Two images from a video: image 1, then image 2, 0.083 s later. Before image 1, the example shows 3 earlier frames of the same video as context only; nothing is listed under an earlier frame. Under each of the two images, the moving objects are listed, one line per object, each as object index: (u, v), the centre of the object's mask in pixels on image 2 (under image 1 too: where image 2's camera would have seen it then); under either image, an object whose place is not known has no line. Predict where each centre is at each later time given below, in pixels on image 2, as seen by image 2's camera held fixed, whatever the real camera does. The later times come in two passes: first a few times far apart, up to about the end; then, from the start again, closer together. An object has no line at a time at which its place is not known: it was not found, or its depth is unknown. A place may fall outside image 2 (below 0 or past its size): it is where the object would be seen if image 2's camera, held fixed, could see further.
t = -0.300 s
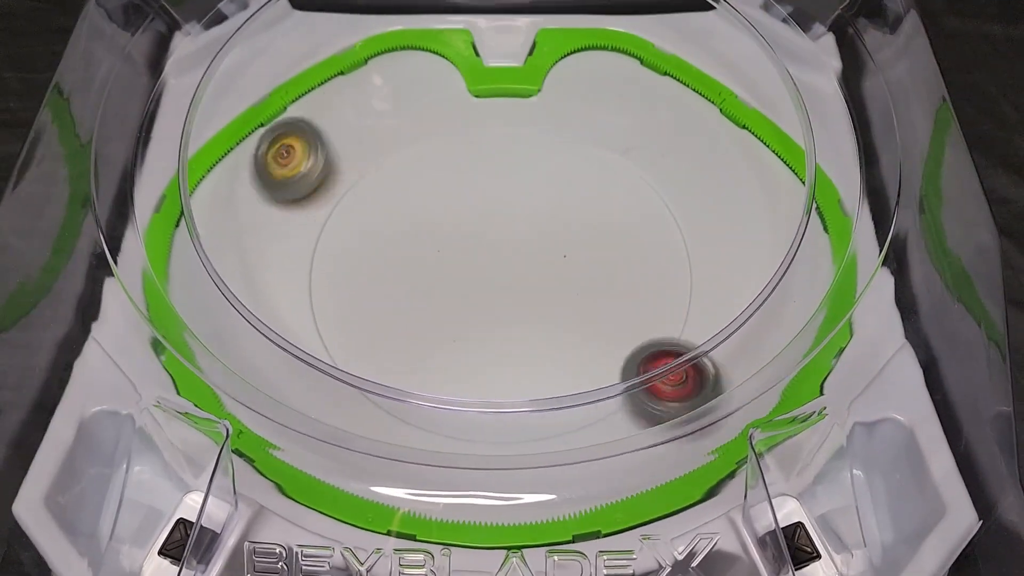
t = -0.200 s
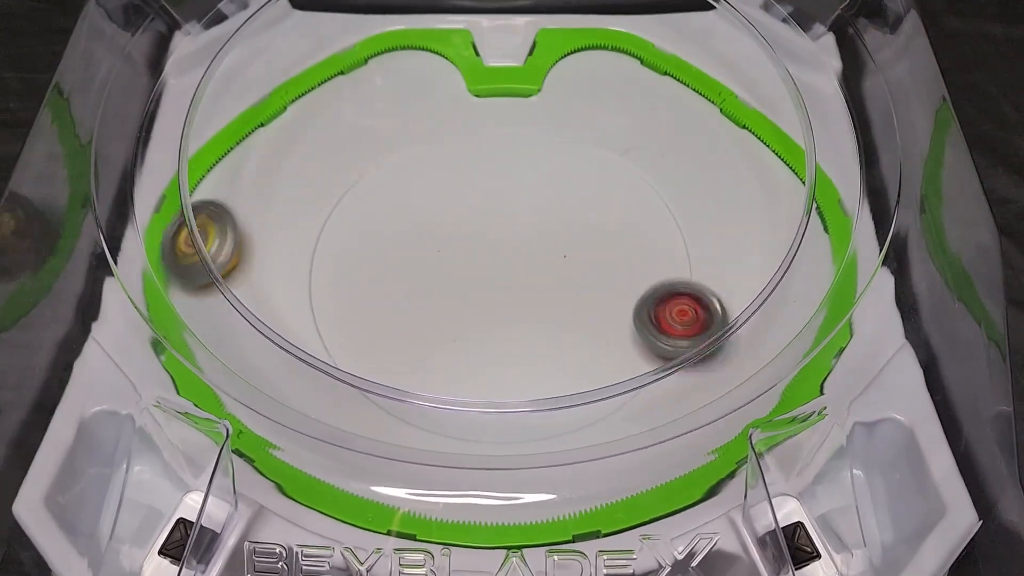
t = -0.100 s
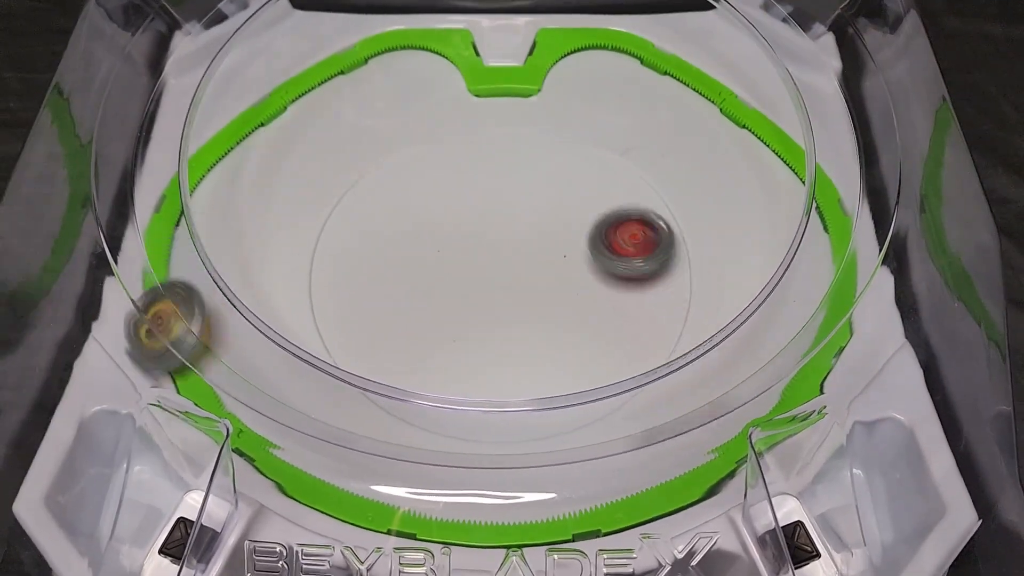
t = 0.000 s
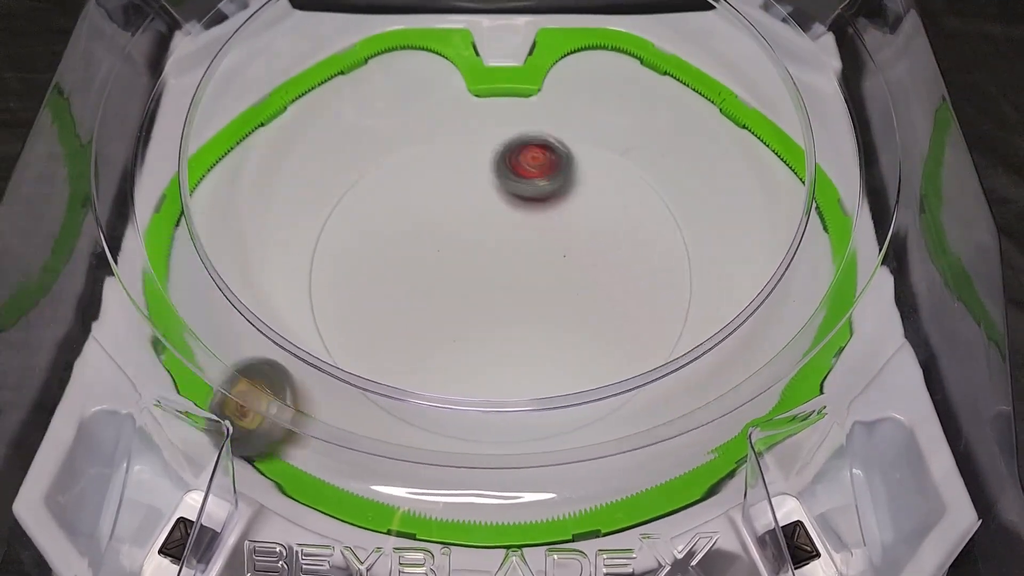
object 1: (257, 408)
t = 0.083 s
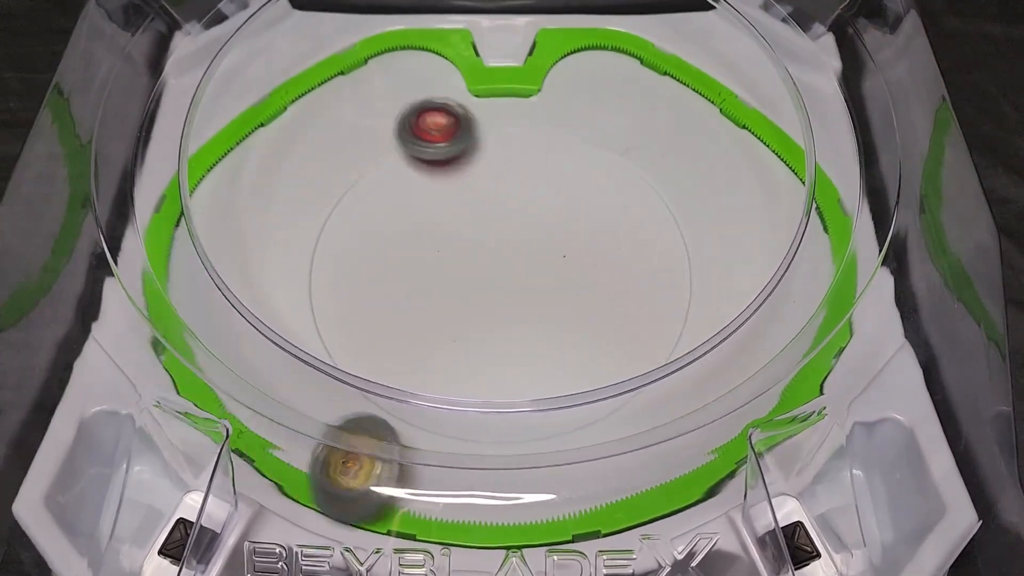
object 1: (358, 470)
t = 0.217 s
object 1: (537, 487)
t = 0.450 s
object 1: (733, 338)
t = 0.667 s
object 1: (628, 73)
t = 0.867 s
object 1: (400, 372)
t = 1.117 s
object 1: (421, 281)
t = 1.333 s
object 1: (495, 133)
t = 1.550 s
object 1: (473, 94)
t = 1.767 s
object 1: (430, 72)
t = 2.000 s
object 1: (388, 62)
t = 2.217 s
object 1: (314, 138)
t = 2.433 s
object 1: (395, 251)
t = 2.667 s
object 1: (488, 358)
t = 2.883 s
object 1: (550, 392)
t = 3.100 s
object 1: (538, 379)
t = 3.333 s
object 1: (557, 325)
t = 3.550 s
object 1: (598, 238)
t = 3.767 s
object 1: (558, 180)
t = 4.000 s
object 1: (530, 174)
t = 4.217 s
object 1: (532, 199)
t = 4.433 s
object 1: (575, 309)
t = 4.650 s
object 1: (572, 371)
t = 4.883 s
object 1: (483, 330)
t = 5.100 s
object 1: (404, 285)
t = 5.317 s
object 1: (325, 218)
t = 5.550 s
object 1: (328, 183)
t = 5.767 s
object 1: (443, 206)
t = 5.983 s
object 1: (528, 263)
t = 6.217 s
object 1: (478, 267)
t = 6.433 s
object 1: (334, 175)
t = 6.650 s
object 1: (285, 138)
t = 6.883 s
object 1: (319, 107)
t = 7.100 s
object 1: (383, 122)
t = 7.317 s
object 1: (418, 213)
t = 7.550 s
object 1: (392, 275)
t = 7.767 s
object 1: (378, 252)
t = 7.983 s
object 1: (419, 224)
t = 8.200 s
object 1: (473, 242)
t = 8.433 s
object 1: (480, 286)
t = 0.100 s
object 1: (379, 481)
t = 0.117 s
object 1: (400, 488)
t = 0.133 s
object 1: (422, 493)
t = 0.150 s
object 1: (446, 496)
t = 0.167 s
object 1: (470, 495)
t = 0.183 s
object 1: (493, 493)
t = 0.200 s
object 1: (516, 489)
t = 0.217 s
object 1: (537, 487)
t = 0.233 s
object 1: (557, 482)
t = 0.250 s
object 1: (578, 480)
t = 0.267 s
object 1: (597, 475)
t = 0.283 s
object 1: (615, 469)
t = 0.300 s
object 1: (635, 455)
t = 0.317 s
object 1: (651, 440)
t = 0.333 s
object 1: (665, 427)
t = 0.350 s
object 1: (680, 412)
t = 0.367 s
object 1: (694, 401)
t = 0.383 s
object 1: (699, 376)
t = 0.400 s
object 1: (709, 366)
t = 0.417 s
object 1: (718, 357)
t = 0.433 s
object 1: (727, 348)
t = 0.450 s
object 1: (733, 338)
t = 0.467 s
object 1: (739, 329)
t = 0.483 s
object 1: (743, 321)
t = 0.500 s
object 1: (745, 312)
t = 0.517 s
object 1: (747, 304)
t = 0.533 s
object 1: (748, 294)
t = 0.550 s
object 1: (750, 239)
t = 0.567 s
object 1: (754, 189)
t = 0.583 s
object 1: (755, 145)
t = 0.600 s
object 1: (755, 111)
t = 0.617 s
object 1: (734, 92)
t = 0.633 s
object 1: (700, 84)
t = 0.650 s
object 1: (664, 77)
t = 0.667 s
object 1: (628, 73)
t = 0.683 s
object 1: (594, 72)
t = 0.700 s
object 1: (564, 63)
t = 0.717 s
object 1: (548, 63)
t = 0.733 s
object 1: (548, 66)
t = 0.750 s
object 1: (547, 76)
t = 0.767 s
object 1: (546, 91)
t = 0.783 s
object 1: (531, 126)
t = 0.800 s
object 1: (509, 169)
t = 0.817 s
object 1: (483, 222)
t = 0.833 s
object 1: (454, 280)
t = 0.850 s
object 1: (428, 334)
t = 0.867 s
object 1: (400, 372)
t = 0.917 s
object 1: (344, 457)
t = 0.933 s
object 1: (348, 434)
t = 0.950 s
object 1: (356, 410)
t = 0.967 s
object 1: (363, 395)
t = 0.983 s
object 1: (365, 388)
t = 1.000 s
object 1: (371, 377)
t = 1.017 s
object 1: (378, 371)
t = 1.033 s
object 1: (386, 348)
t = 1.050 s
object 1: (392, 332)
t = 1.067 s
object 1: (400, 317)
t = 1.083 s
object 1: (407, 304)
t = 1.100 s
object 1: (415, 294)
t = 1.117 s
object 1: (421, 281)
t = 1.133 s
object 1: (429, 265)
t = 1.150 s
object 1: (436, 251)
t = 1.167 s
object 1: (444, 240)
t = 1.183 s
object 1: (450, 225)
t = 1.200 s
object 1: (457, 212)
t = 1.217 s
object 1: (463, 201)
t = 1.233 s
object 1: (470, 189)
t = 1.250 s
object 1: (475, 177)
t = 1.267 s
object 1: (480, 168)
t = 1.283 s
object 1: (484, 157)
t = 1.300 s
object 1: (489, 149)
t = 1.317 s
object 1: (492, 139)
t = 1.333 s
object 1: (495, 133)
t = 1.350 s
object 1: (497, 127)
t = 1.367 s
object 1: (498, 120)
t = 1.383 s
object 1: (498, 115)
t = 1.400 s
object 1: (498, 112)
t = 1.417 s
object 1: (496, 108)
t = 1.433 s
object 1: (495, 106)
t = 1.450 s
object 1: (493, 104)
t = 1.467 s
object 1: (490, 101)
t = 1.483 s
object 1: (487, 101)
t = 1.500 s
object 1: (484, 99)
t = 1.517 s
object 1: (480, 96)
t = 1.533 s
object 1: (476, 97)
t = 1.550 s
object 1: (473, 94)
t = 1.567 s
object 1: (468, 93)
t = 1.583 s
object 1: (465, 92)
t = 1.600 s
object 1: (461, 89)
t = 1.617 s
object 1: (456, 89)
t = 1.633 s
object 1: (453, 88)
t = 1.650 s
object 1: (449, 85)
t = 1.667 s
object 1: (445, 86)
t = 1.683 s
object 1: (442, 82)
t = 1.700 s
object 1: (439, 81)
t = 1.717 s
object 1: (437, 80)
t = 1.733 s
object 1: (434, 75)
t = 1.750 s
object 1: (432, 74)
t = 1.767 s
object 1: (430, 72)
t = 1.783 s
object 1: (429, 69)
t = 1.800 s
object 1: (428, 67)
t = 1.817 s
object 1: (427, 63)
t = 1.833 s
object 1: (427, 61)
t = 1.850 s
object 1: (428, 58)
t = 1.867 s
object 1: (429, 54)
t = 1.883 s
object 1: (431, 51)
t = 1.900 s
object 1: (433, 47)
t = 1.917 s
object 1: (435, 43)
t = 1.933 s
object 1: (436, 39)
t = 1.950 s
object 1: (425, 42)
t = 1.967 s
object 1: (412, 50)
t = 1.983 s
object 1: (400, 60)
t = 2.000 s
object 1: (388, 62)
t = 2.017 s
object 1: (376, 67)
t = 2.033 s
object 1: (365, 75)
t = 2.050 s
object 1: (354, 81)
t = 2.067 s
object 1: (346, 86)
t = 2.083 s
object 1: (337, 92)
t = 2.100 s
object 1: (330, 97)
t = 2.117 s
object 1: (323, 104)
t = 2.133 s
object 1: (319, 110)
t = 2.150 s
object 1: (315, 115)
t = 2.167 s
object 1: (313, 121)
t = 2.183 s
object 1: (311, 127)
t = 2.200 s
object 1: (312, 132)
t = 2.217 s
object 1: (314, 138)
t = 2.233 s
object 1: (316, 144)
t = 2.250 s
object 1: (321, 150)
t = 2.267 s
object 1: (327, 156)
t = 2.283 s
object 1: (333, 163)
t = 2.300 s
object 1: (340, 173)
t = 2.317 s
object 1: (348, 183)
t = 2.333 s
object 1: (353, 191)
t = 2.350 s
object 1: (360, 201)
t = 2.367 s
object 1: (366, 209)
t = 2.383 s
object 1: (372, 220)
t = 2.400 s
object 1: (380, 230)
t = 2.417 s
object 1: (388, 242)
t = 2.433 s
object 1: (395, 251)
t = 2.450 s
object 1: (401, 260)
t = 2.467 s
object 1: (409, 271)
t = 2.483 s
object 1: (415, 280)
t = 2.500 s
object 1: (422, 289)
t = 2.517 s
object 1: (430, 298)
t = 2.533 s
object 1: (437, 307)
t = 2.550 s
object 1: (443, 315)
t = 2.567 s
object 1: (449, 321)
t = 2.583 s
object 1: (455, 329)
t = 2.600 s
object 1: (462, 335)
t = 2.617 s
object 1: (468, 342)
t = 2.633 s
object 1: (474, 348)
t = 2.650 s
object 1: (481, 353)
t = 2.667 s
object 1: (488, 358)
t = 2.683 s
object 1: (494, 360)
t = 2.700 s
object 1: (501, 363)
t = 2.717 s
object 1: (508, 365)
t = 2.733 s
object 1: (514, 368)
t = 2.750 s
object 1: (521, 372)
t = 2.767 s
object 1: (526, 381)
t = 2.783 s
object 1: (531, 383)
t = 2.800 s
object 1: (535, 385)
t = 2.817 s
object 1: (540, 387)
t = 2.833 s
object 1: (543, 389)
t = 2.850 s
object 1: (545, 390)
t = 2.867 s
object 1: (548, 391)
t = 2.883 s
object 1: (550, 392)
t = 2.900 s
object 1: (550, 392)
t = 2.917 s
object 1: (551, 393)
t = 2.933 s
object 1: (551, 392)
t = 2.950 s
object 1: (551, 392)
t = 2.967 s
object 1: (551, 392)
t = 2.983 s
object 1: (551, 390)
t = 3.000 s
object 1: (551, 389)
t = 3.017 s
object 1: (549, 388)
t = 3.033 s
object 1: (548, 385)
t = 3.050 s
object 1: (546, 384)
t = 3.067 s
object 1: (544, 382)
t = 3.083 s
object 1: (541, 380)
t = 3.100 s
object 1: (538, 379)
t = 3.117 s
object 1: (536, 377)
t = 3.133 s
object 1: (534, 375)
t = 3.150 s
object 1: (532, 372)
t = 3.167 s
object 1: (530, 368)
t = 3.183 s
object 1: (527, 363)
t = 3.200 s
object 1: (524, 360)
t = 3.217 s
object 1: (521, 356)
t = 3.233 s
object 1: (519, 352)
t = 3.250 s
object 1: (516, 348)
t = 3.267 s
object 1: (513, 343)
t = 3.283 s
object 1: (517, 337)
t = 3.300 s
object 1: (531, 331)
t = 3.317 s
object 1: (546, 329)
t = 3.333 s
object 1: (557, 325)
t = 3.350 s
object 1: (569, 318)
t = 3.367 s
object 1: (579, 312)
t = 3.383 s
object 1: (586, 306)
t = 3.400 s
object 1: (593, 297)
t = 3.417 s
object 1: (596, 291)
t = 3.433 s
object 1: (598, 285)
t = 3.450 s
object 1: (600, 278)
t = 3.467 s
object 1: (600, 271)
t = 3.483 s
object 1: (600, 264)
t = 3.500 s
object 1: (601, 257)
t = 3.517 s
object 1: (600, 251)
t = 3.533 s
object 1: (599, 244)
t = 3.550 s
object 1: (598, 238)
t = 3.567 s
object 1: (595, 232)
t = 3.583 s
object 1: (593, 226)
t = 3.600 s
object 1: (591, 220)
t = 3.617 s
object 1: (587, 214)
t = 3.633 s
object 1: (584, 208)
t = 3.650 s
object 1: (581, 204)
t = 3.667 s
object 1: (578, 198)
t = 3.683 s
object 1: (574, 194)
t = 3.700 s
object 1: (571, 190)
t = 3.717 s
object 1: (568, 187)
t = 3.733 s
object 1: (565, 184)
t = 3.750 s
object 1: (562, 182)
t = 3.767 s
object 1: (558, 180)
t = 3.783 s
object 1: (555, 179)
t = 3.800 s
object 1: (552, 177)
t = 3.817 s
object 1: (550, 176)
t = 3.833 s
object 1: (547, 175)
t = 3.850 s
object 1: (545, 175)
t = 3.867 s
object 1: (542, 175)
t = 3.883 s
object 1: (540, 174)
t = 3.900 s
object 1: (538, 174)
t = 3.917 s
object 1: (537, 173)
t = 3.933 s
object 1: (535, 173)
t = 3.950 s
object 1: (534, 173)
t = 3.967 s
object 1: (532, 173)
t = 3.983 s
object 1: (531, 174)
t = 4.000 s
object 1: (530, 174)
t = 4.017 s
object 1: (528, 174)
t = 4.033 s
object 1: (527, 175)
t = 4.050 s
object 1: (526, 176)
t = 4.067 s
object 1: (524, 177)
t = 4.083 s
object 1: (523, 179)
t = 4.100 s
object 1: (527, 181)
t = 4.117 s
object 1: (529, 184)
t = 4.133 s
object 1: (530, 187)
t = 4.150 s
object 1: (531, 190)
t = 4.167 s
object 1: (532, 192)
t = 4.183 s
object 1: (532, 195)
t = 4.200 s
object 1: (532, 197)
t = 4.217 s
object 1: (532, 199)
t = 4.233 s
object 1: (532, 203)
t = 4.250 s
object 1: (532, 205)
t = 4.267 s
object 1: (531, 207)
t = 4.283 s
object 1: (531, 210)
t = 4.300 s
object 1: (531, 212)
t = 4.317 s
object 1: (531, 214)
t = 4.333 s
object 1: (530, 218)
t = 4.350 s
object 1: (530, 220)
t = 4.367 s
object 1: (538, 236)
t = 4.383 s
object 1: (549, 257)
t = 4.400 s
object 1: (558, 274)
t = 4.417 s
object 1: (567, 293)
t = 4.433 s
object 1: (575, 309)
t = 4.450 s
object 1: (582, 323)
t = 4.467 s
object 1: (587, 336)
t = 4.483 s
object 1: (592, 346)
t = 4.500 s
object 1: (594, 352)
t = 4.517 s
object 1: (595, 357)
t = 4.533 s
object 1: (598, 369)
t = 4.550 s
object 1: (599, 375)
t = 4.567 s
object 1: (596, 377)
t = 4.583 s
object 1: (591, 377)
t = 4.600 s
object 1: (587, 378)
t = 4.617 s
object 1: (583, 372)
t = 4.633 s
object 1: (578, 373)
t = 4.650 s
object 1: (572, 371)
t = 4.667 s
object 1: (567, 365)
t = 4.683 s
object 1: (562, 363)
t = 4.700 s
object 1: (556, 361)
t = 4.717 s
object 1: (550, 359)
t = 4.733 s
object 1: (543, 357)
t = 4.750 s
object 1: (537, 355)
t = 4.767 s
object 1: (530, 351)
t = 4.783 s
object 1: (525, 348)
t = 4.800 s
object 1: (518, 345)
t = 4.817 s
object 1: (511, 343)
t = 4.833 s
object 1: (504, 340)
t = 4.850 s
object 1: (497, 336)
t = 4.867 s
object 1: (490, 333)
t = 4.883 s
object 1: (483, 330)
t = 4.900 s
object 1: (476, 328)
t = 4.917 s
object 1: (470, 325)
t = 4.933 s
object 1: (463, 322)
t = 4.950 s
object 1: (456, 319)
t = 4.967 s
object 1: (450, 315)
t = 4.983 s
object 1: (444, 312)
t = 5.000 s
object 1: (438, 309)
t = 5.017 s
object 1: (432, 306)
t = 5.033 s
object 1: (426, 302)
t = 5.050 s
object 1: (420, 298)
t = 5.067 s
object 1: (414, 294)
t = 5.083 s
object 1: (409, 289)
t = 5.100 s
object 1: (404, 285)
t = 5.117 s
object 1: (399, 280)
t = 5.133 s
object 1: (395, 275)
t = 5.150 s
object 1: (391, 269)
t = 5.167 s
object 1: (388, 264)
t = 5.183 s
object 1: (385, 258)
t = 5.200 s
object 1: (383, 252)
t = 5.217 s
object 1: (381, 247)
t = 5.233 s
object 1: (374, 244)
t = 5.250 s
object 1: (364, 236)
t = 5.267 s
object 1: (353, 228)
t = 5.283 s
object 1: (343, 221)
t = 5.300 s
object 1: (334, 218)
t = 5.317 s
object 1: (325, 218)
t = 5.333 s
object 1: (318, 219)
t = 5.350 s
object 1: (312, 214)
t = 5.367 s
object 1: (308, 209)
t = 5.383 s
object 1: (305, 207)
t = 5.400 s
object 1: (303, 207)
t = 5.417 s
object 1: (302, 203)
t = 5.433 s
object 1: (302, 199)
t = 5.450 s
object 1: (302, 198)
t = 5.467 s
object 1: (305, 197)
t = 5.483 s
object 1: (308, 193)
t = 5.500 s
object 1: (311, 191)
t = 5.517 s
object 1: (316, 188)
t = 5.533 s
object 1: (322, 184)
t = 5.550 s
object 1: (328, 183)
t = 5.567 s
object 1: (335, 180)
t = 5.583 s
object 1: (343, 178)
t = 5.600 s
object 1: (353, 179)
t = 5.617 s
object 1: (363, 181)
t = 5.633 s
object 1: (372, 182)
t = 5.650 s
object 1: (381, 184)
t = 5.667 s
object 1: (391, 187)
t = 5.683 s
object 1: (399, 190)
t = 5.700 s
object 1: (409, 193)
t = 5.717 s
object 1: (418, 196)
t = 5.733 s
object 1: (426, 199)
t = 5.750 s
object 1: (435, 203)
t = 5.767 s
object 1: (443, 206)
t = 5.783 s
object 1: (451, 210)
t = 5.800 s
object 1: (459, 214)
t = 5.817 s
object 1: (467, 218)
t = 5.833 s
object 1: (475, 223)
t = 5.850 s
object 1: (482, 228)
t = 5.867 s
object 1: (489, 232)
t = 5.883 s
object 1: (495, 236)
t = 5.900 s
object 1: (501, 240)
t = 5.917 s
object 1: (507, 245)
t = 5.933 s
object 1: (513, 250)
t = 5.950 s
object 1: (519, 254)
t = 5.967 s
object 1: (524, 260)
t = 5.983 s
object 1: (528, 263)
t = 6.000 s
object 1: (532, 268)
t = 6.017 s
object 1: (536, 273)
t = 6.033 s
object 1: (538, 278)
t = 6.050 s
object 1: (541, 282)
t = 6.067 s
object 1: (543, 288)
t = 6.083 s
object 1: (545, 291)
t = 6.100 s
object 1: (546, 296)
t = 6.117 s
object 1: (546, 299)
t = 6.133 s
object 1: (547, 304)
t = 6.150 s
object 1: (545, 306)
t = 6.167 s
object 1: (529, 299)
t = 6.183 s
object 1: (511, 287)
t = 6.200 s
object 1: (494, 277)
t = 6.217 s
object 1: (478, 267)
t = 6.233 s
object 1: (462, 259)
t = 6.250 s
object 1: (447, 249)
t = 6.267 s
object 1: (433, 240)
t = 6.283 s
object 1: (419, 231)
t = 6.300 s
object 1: (407, 223)
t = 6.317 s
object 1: (395, 214)
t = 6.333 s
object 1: (384, 207)
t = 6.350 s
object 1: (375, 199)
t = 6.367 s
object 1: (365, 193)
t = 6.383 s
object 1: (356, 187)
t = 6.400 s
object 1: (348, 180)
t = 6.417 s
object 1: (340, 174)
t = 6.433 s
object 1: (334, 175)
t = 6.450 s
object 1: (327, 170)
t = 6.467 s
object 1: (323, 166)
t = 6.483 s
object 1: (318, 164)
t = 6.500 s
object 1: (314, 165)
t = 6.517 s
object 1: (310, 165)
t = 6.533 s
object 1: (306, 161)
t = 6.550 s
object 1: (302, 157)
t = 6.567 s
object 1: (297, 155)
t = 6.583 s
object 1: (295, 153)
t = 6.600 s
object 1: (292, 149)
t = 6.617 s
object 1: (289, 145)
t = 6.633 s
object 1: (286, 141)
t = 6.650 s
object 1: (285, 138)
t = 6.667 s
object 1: (284, 133)
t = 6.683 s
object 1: (284, 130)
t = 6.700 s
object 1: (284, 126)
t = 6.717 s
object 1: (284, 122)
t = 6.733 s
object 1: (285, 119)
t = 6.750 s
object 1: (287, 114)
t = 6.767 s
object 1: (290, 112)
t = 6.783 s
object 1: (294, 112)
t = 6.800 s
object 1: (299, 112)
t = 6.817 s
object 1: (303, 111)
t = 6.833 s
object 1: (307, 110)
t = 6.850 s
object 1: (311, 109)
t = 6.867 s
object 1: (315, 108)
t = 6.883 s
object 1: (319, 107)
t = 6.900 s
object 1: (323, 106)
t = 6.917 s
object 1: (327, 104)
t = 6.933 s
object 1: (332, 104)
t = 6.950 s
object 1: (336, 104)
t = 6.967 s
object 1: (342, 105)
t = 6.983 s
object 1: (347, 105)
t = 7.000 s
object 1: (352, 107)
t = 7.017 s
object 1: (357, 108)
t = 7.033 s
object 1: (362, 110)
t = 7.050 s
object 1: (368, 112)
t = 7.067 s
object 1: (373, 115)
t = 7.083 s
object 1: (377, 118)
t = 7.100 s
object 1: (383, 122)
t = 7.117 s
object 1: (387, 127)
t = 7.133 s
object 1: (392, 131)
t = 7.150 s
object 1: (396, 137)
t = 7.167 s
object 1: (401, 145)
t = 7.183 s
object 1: (404, 150)
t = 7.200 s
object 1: (408, 157)
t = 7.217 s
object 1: (411, 165)
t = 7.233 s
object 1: (413, 173)
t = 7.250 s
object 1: (415, 181)
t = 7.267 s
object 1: (417, 189)
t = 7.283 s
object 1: (418, 197)
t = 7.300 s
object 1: (418, 205)
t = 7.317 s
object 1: (418, 213)
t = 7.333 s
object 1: (418, 220)
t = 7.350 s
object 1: (418, 228)
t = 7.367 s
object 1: (417, 234)
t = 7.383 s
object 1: (415, 242)
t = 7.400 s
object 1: (413, 248)
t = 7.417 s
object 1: (411, 252)
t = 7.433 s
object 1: (409, 258)
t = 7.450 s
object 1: (406, 263)
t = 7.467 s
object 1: (404, 266)
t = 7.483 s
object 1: (402, 270)
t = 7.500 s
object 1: (399, 272)
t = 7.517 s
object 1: (396, 274)
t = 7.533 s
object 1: (394, 275)
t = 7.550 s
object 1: (392, 275)
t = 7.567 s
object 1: (389, 276)
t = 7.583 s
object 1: (386, 275)
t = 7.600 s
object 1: (385, 275)
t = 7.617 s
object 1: (383, 274)
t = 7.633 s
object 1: (381, 272)
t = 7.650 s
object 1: (380, 271)
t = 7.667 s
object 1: (379, 269)
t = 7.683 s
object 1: (379, 266)
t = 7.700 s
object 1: (378, 264)
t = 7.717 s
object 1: (378, 261)
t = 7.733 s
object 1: (378, 259)
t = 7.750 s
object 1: (378, 255)
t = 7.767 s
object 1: (378, 252)
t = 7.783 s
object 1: (379, 249)
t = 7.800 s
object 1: (381, 245)
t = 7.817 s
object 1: (382, 243)
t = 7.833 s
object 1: (384, 240)
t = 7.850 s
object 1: (387, 237)
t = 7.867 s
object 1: (390, 235)
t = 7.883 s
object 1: (393, 232)
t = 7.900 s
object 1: (396, 230)
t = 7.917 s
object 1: (400, 229)
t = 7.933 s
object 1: (405, 228)
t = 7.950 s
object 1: (409, 226)
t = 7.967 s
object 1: (414, 224)
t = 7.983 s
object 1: (419, 224)
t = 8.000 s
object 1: (424, 224)
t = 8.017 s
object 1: (429, 224)
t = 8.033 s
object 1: (434, 224)
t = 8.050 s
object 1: (439, 225)
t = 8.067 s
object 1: (443, 226)
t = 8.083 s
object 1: (447, 227)
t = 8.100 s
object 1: (451, 229)
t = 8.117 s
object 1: (455, 231)
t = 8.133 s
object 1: (460, 233)
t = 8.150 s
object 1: (463, 235)
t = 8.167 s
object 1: (466, 237)
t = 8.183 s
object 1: (470, 240)
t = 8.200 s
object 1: (473, 242)
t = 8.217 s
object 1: (475, 244)
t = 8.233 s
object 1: (478, 248)
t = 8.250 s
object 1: (480, 251)
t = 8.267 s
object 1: (482, 254)
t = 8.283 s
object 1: (483, 257)
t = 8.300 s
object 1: (484, 261)
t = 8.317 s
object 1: (486, 265)
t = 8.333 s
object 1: (486, 268)
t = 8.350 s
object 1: (486, 271)
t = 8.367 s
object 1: (485, 275)
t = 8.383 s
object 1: (485, 277)
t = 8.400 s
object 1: (484, 280)
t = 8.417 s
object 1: (482, 284)
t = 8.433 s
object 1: (480, 286)
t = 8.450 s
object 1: (478, 288)
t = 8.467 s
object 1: (475, 291)
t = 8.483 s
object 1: (472, 293)
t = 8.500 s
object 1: (470, 294)
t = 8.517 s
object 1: (466, 296)
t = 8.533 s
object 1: (462, 297)
